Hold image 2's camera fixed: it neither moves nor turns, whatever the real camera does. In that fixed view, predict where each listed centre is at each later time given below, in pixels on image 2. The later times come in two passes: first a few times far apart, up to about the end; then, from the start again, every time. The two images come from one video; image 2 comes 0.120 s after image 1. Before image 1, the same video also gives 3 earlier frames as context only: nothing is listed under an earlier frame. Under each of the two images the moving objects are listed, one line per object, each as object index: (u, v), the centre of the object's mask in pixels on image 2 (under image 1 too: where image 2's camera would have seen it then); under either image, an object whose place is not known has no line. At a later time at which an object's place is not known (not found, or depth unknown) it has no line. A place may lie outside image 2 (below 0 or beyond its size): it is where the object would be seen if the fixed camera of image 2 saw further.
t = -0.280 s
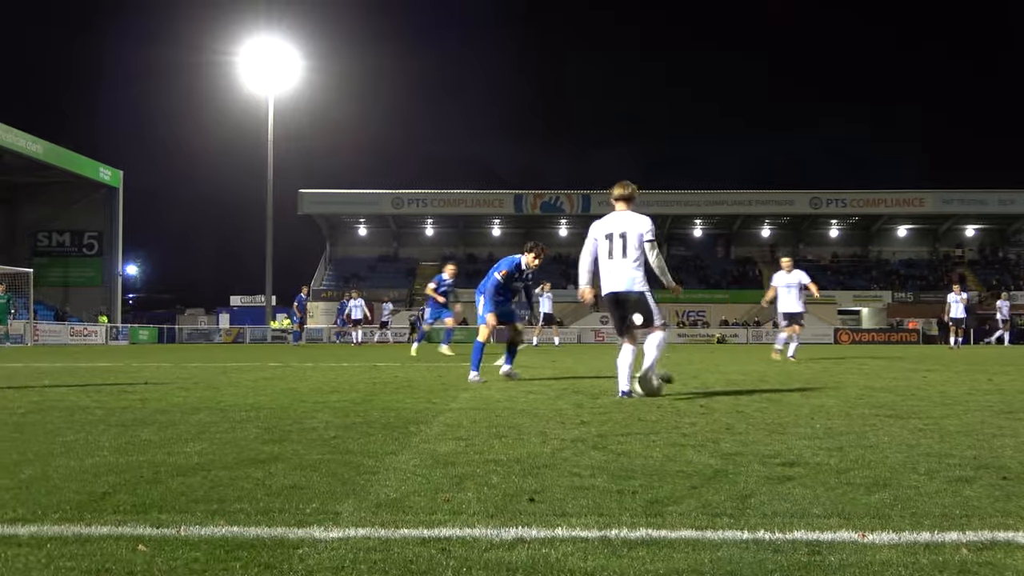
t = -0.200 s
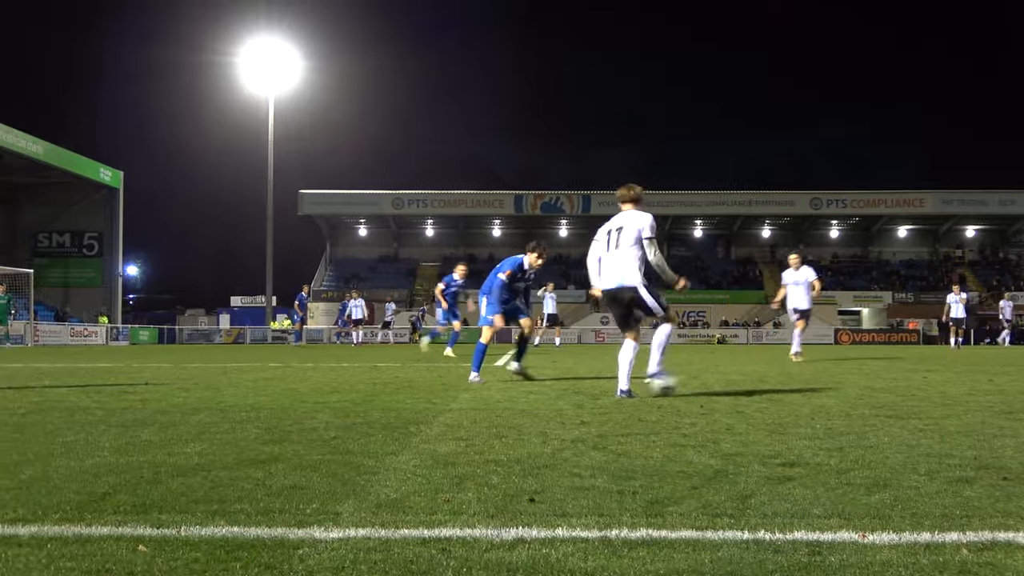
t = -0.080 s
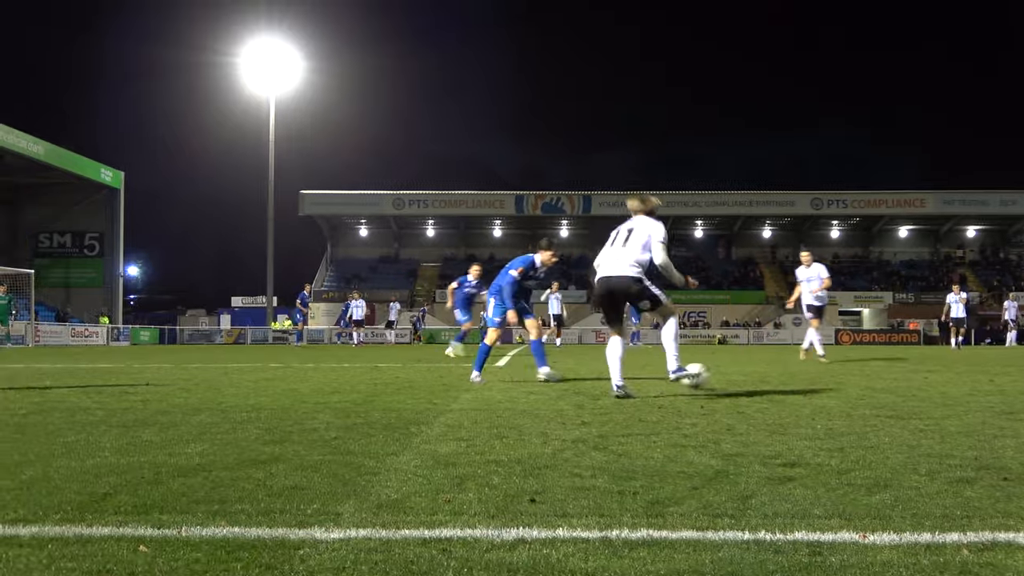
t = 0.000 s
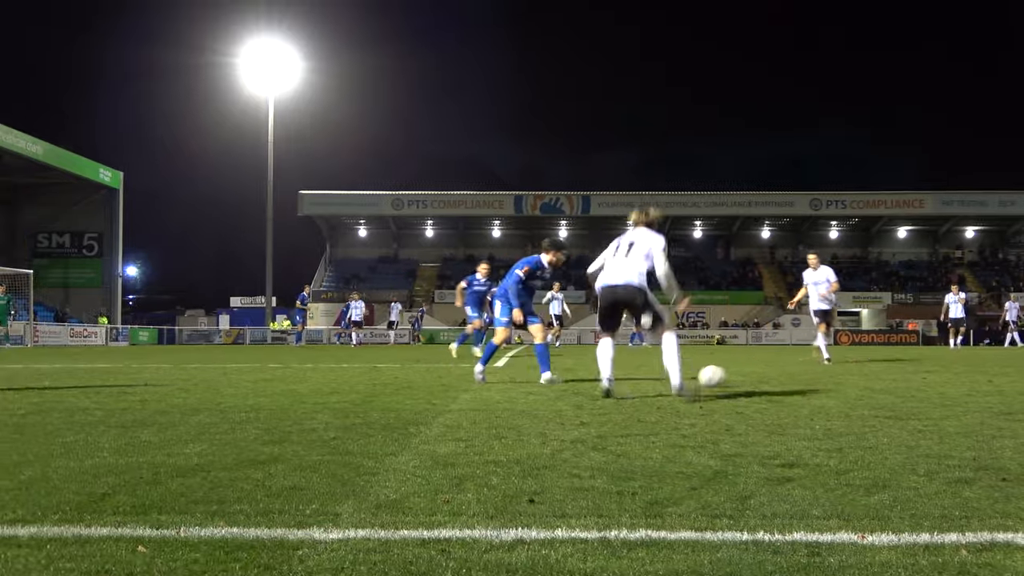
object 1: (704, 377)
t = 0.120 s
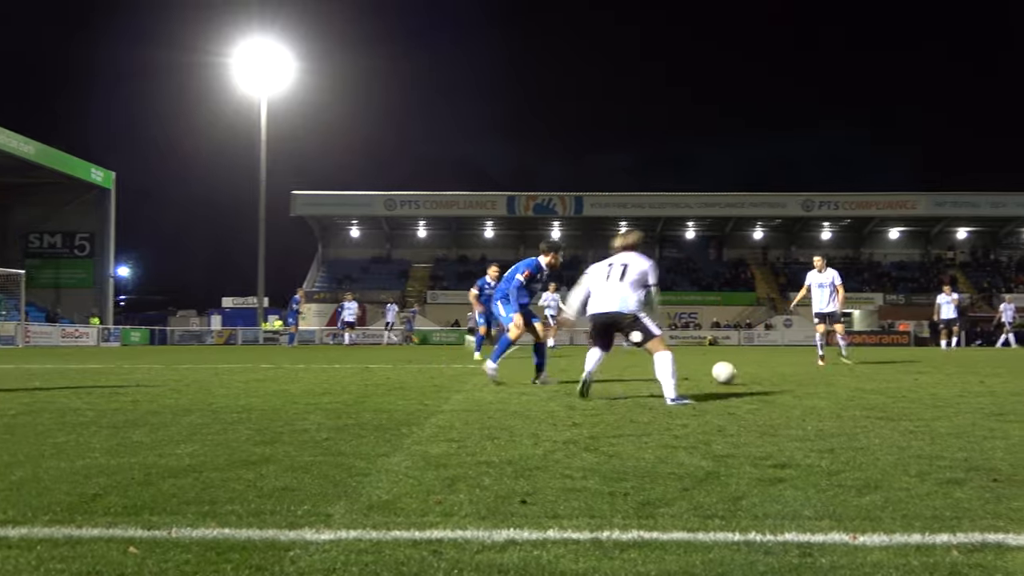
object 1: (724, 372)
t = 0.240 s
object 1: (738, 370)
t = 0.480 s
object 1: (762, 367)
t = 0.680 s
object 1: (780, 364)
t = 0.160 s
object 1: (728, 373)
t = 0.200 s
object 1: (734, 372)
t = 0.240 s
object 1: (738, 370)
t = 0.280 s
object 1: (742, 370)
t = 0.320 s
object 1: (746, 370)
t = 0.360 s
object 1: (751, 368)
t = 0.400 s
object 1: (754, 367)
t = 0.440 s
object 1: (758, 367)
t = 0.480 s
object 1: (762, 367)
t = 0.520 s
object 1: (766, 366)
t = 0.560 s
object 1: (769, 365)
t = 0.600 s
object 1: (773, 365)
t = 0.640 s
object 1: (776, 365)
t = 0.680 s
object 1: (780, 364)
